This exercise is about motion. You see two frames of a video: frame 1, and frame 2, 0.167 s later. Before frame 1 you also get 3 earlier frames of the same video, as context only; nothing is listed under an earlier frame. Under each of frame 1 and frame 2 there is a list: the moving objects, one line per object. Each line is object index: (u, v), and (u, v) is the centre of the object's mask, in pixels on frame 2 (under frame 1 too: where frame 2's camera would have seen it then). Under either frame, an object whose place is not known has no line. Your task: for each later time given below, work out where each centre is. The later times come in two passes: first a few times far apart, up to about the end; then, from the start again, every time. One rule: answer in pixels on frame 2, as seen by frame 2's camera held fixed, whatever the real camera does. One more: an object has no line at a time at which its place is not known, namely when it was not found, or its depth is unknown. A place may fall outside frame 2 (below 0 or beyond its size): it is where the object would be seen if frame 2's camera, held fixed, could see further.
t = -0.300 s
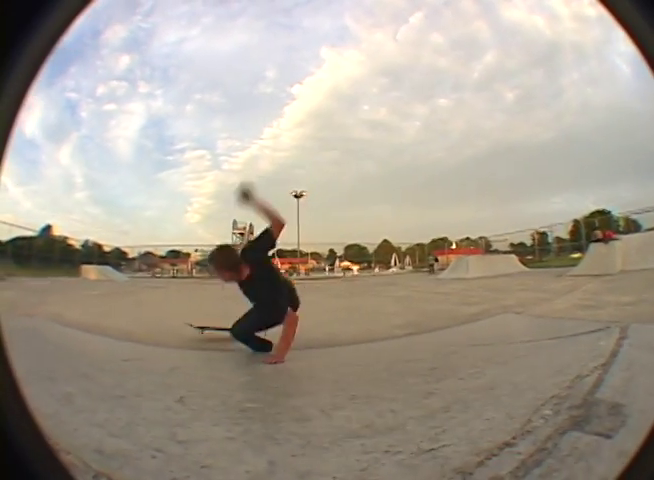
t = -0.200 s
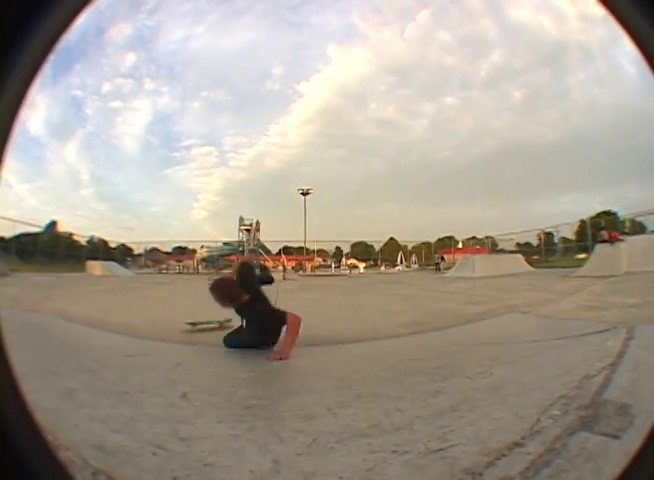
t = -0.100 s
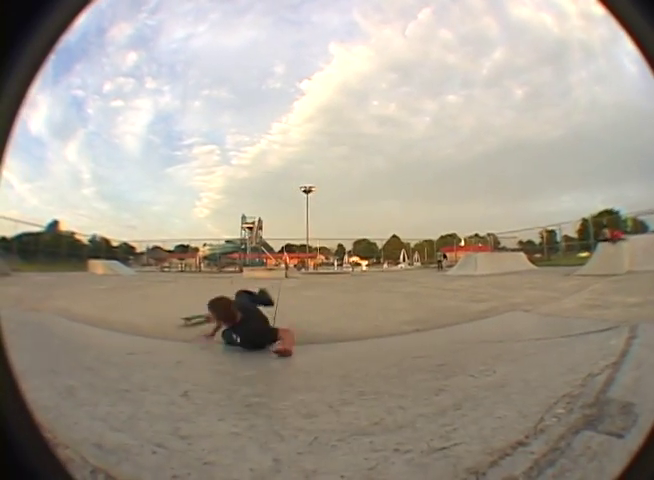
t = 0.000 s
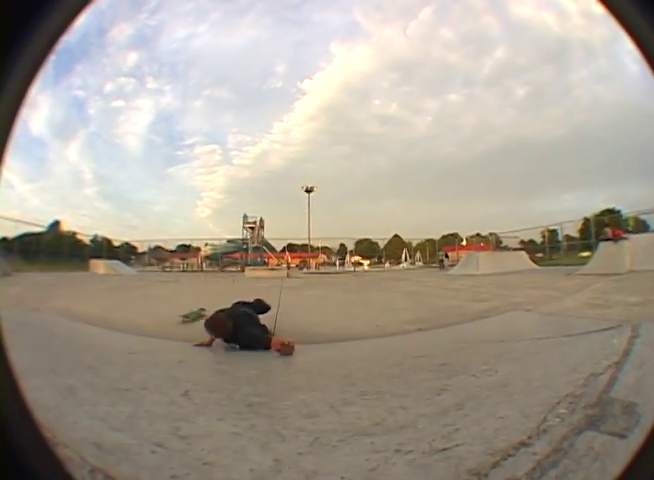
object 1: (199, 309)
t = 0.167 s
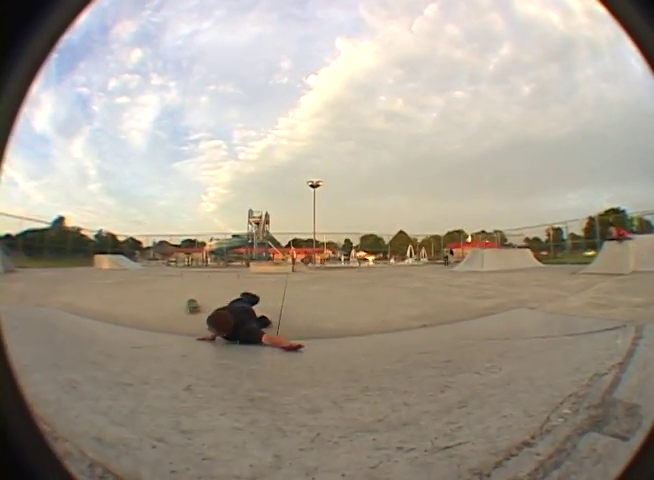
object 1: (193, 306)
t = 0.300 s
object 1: (190, 303)
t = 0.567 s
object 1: (188, 300)
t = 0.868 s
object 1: (187, 296)
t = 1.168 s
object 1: (188, 292)
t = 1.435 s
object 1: (189, 290)
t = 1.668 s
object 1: (189, 289)
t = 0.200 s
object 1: (192, 305)
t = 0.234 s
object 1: (191, 305)
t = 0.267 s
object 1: (191, 304)
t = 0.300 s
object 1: (190, 303)
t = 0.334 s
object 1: (190, 303)
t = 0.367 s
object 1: (189, 303)
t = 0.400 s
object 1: (189, 302)
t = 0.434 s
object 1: (189, 302)
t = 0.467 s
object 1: (189, 301)
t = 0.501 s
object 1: (189, 301)
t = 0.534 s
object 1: (188, 300)
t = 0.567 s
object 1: (188, 300)
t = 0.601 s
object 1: (188, 299)
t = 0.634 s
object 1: (188, 299)
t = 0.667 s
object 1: (188, 298)
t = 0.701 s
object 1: (188, 298)
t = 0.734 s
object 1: (188, 297)
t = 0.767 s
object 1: (188, 297)
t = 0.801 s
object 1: (187, 297)
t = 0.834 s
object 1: (187, 296)
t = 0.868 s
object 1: (187, 296)
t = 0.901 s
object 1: (187, 295)
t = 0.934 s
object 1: (187, 295)
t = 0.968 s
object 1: (187, 295)
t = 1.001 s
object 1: (187, 294)
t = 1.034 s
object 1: (188, 294)
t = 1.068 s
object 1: (187, 294)
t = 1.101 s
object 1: (187, 293)
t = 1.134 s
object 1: (188, 293)
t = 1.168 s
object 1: (188, 292)
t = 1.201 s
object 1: (188, 292)
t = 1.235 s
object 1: (188, 292)
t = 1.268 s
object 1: (188, 292)
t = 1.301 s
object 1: (188, 291)
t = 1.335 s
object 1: (188, 291)
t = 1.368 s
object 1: (188, 291)
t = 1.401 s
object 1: (188, 291)
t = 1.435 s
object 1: (189, 290)
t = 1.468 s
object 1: (188, 290)
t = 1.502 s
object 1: (189, 290)
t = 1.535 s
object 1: (189, 290)
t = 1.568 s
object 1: (189, 289)
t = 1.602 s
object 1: (189, 289)
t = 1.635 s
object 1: (189, 289)
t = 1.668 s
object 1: (189, 289)
